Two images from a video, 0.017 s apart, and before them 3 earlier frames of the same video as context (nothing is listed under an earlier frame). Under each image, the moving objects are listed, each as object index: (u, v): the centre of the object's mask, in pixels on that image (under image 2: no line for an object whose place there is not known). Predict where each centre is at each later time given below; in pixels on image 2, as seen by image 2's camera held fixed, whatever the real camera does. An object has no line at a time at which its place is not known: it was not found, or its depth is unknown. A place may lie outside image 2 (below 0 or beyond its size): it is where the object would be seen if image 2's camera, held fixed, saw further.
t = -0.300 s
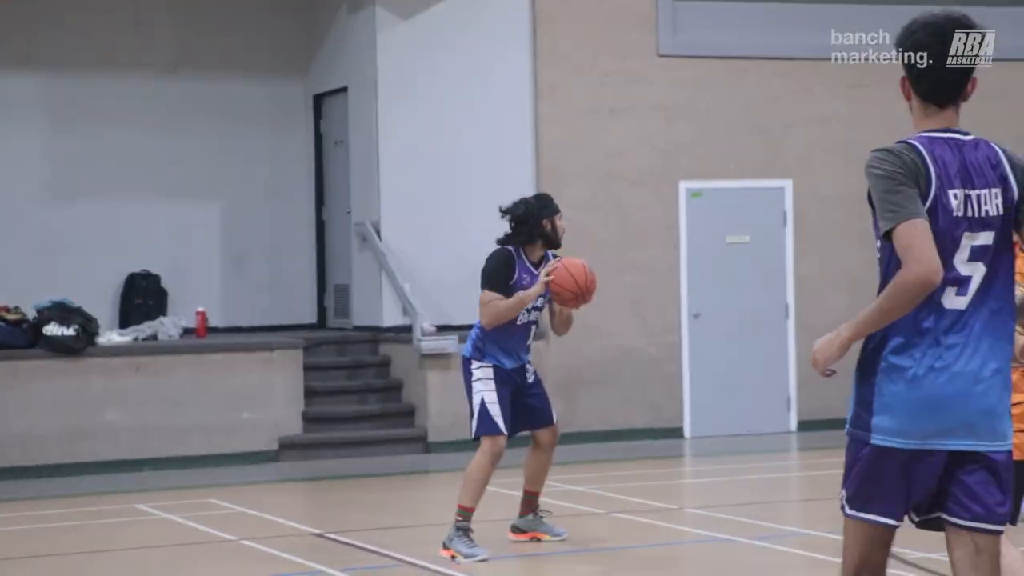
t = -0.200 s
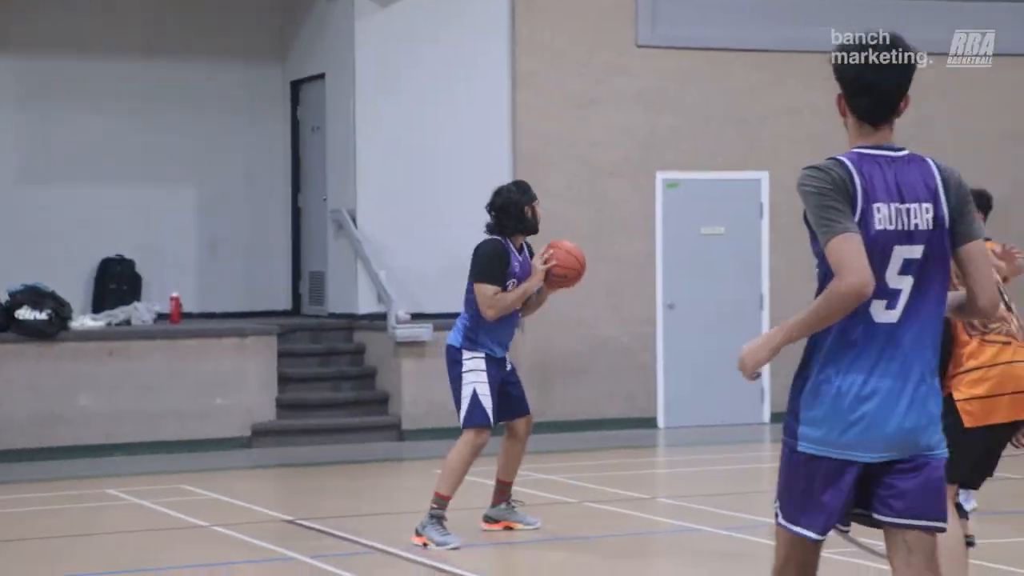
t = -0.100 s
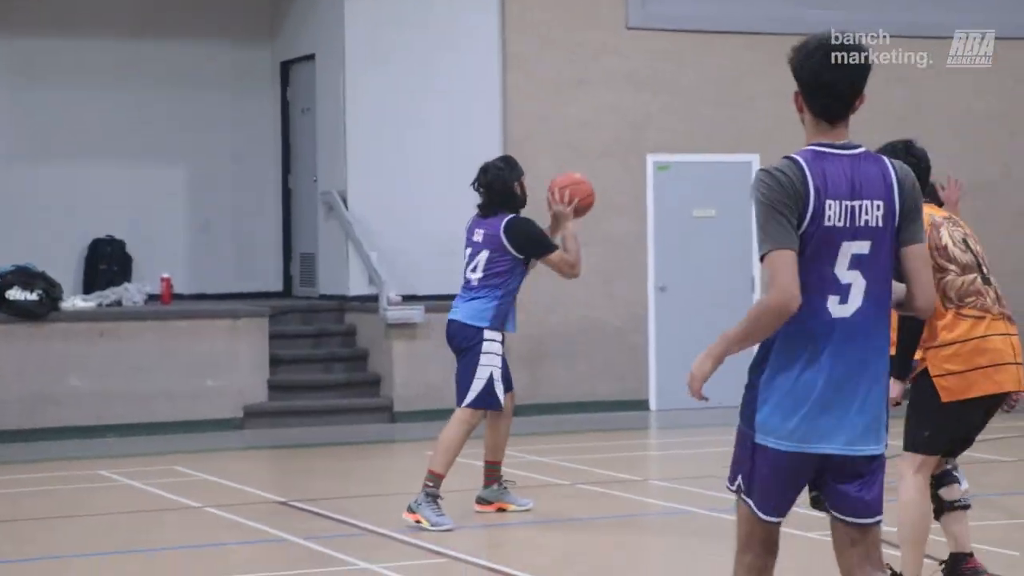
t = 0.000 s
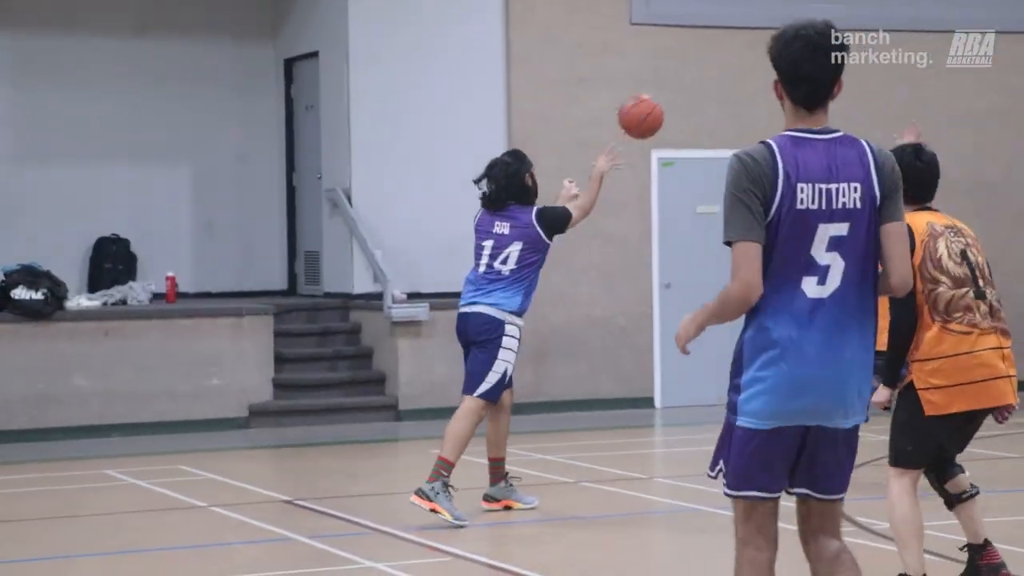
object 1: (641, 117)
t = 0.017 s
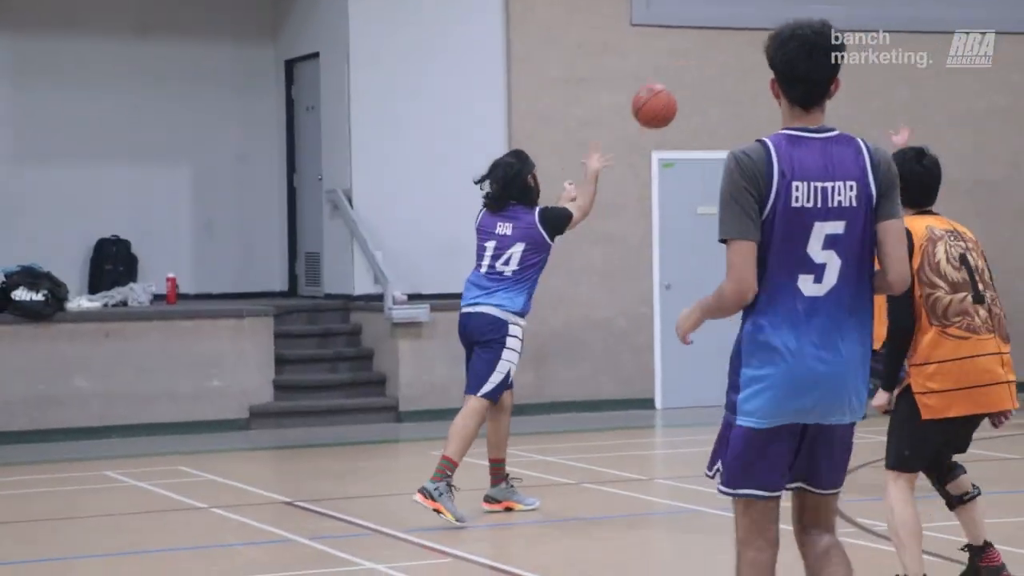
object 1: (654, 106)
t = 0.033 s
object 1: (668, 96)
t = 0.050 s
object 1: (681, 85)
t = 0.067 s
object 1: (694, 75)
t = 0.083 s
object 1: (706, 66)
